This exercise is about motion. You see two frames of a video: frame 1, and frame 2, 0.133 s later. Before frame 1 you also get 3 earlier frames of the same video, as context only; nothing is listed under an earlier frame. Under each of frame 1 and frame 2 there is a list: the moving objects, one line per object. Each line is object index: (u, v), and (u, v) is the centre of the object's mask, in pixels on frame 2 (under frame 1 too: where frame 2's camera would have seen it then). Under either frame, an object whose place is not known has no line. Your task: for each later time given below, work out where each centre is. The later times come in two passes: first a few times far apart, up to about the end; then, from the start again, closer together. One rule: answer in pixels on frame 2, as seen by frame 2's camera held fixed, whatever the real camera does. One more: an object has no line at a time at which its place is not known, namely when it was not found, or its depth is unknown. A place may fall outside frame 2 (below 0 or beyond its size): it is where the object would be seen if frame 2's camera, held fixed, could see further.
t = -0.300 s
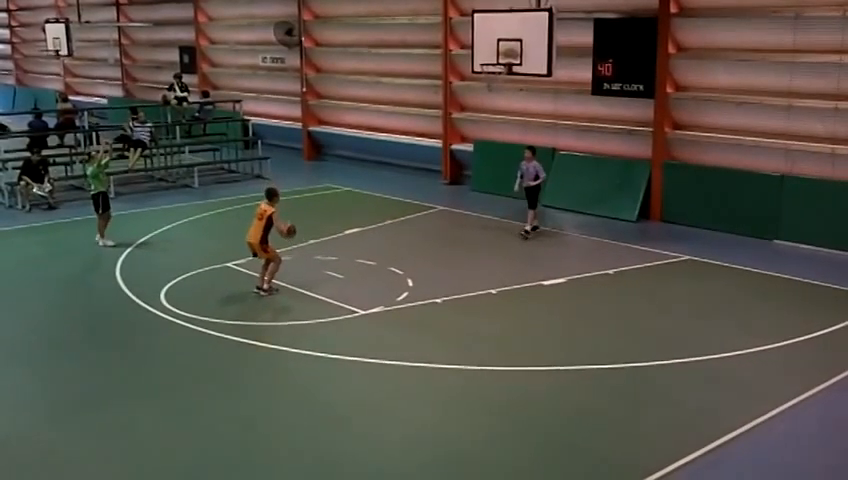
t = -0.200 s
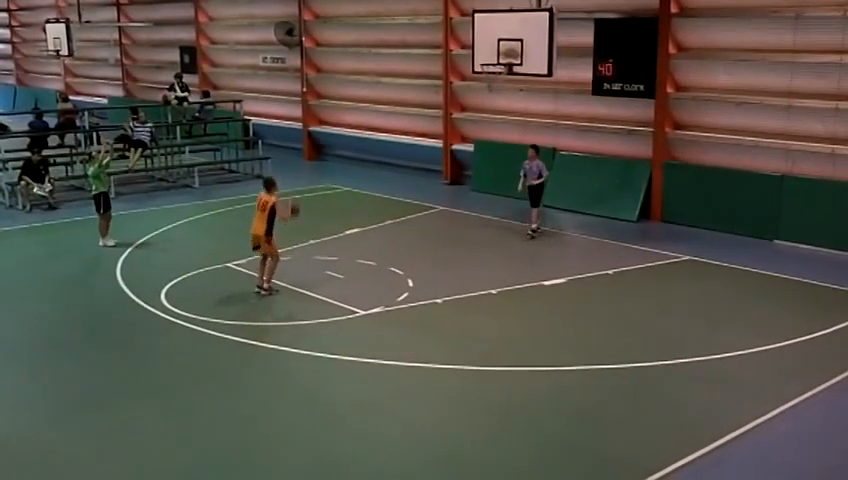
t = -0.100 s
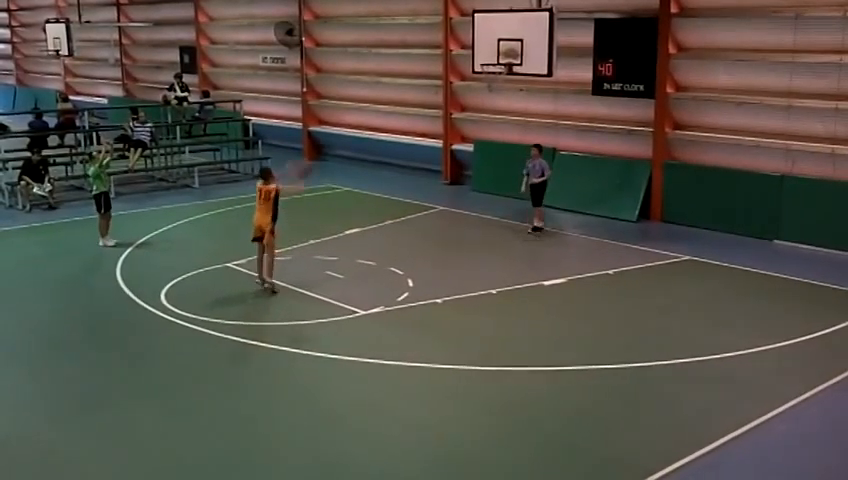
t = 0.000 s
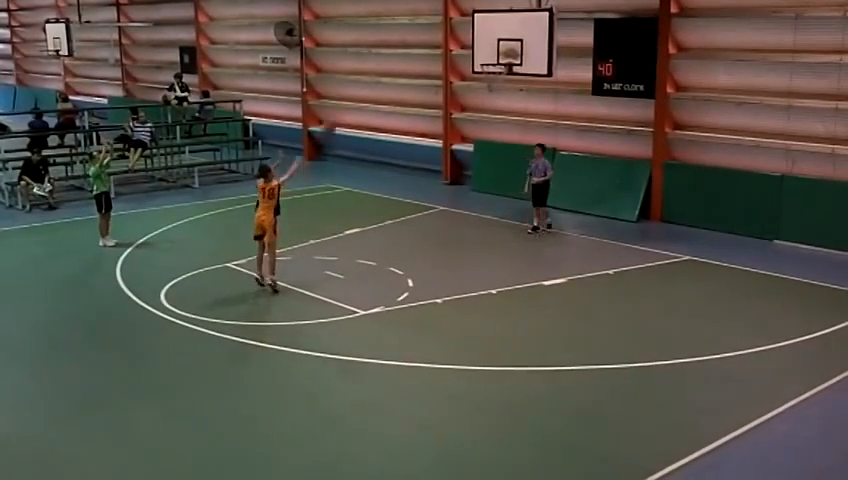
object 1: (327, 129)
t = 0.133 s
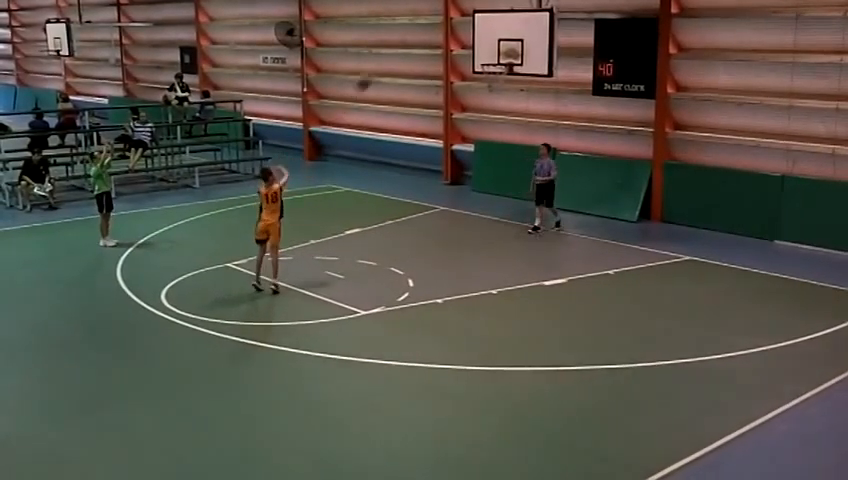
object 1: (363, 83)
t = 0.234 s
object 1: (387, 59)
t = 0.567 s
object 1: (461, 28)
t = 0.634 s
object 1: (474, 29)
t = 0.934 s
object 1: (491, 64)
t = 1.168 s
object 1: (492, 83)
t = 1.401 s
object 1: (490, 92)
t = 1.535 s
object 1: (487, 115)
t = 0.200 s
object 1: (379, 67)
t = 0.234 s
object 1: (387, 59)
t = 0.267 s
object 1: (395, 51)
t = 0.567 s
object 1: (461, 28)
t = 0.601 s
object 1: (467, 28)
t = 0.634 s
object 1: (474, 29)
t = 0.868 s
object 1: (496, 56)
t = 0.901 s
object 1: (492, 61)
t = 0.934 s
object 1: (491, 64)
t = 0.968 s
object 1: (493, 66)
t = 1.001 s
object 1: (496, 68)
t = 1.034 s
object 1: (497, 69)
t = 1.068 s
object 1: (496, 73)
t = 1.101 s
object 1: (493, 81)
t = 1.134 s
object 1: (493, 83)
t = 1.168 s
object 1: (492, 83)
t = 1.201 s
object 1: (492, 83)
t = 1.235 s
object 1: (491, 83)
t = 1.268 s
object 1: (491, 83)
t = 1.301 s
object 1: (490, 84)
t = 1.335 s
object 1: (490, 85)
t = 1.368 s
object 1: (490, 90)
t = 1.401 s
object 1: (490, 92)
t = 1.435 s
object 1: (489, 99)
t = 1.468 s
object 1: (489, 104)
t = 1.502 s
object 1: (488, 108)
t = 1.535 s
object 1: (487, 115)
